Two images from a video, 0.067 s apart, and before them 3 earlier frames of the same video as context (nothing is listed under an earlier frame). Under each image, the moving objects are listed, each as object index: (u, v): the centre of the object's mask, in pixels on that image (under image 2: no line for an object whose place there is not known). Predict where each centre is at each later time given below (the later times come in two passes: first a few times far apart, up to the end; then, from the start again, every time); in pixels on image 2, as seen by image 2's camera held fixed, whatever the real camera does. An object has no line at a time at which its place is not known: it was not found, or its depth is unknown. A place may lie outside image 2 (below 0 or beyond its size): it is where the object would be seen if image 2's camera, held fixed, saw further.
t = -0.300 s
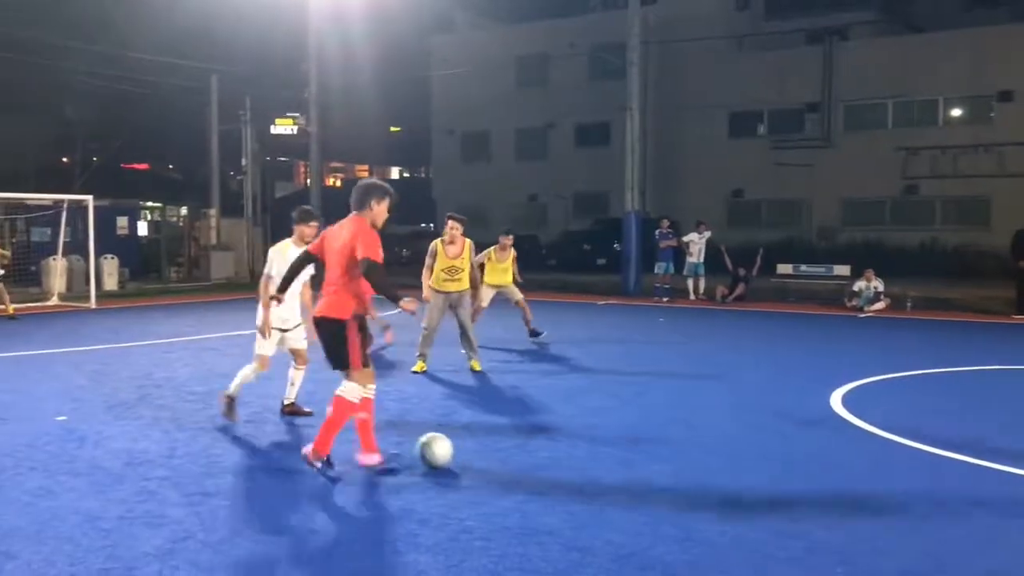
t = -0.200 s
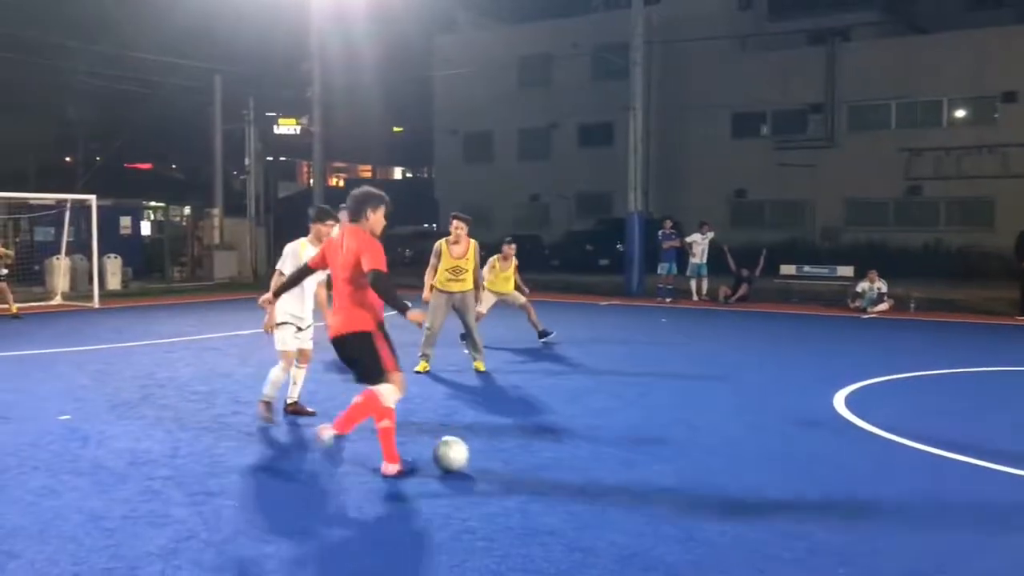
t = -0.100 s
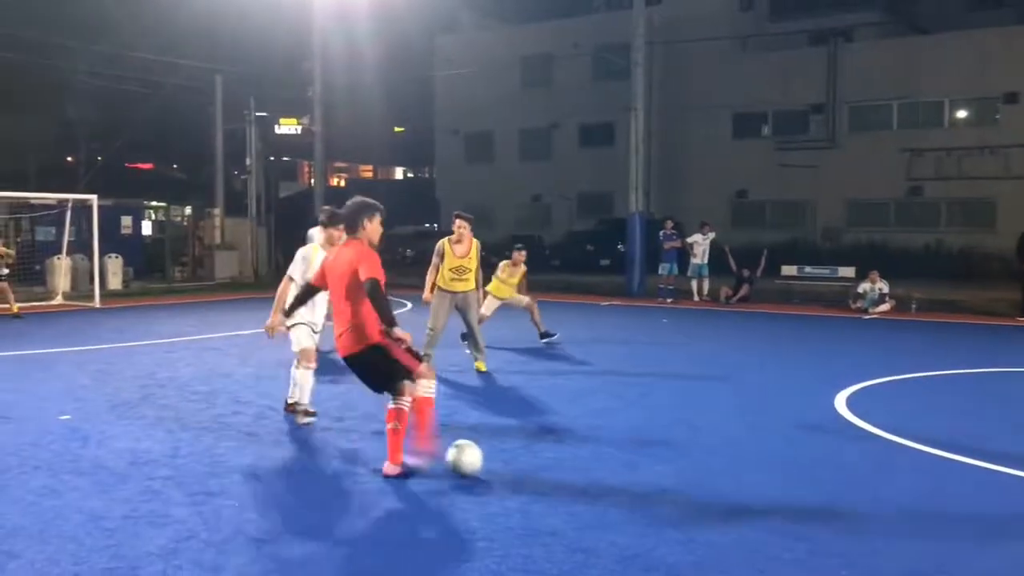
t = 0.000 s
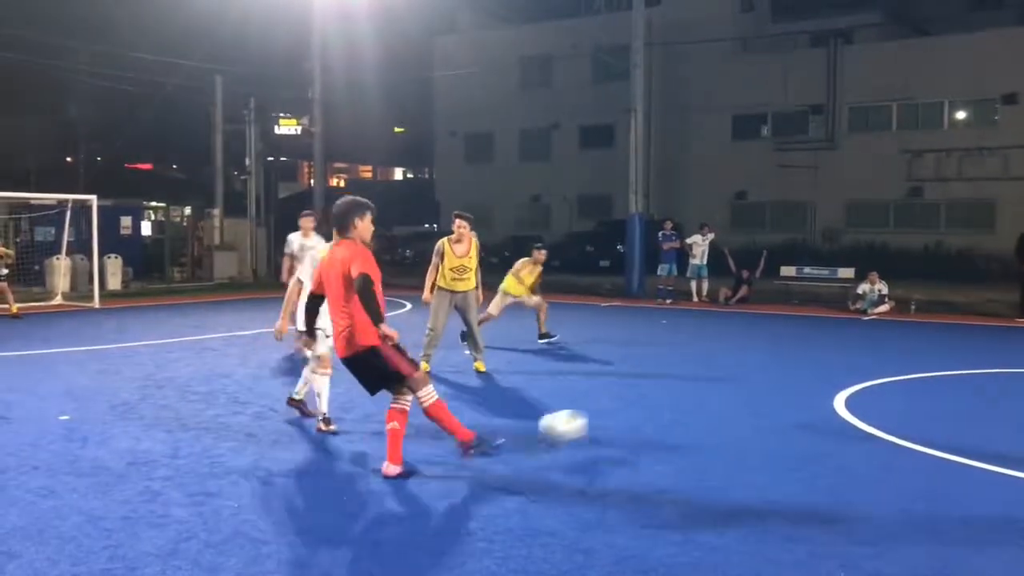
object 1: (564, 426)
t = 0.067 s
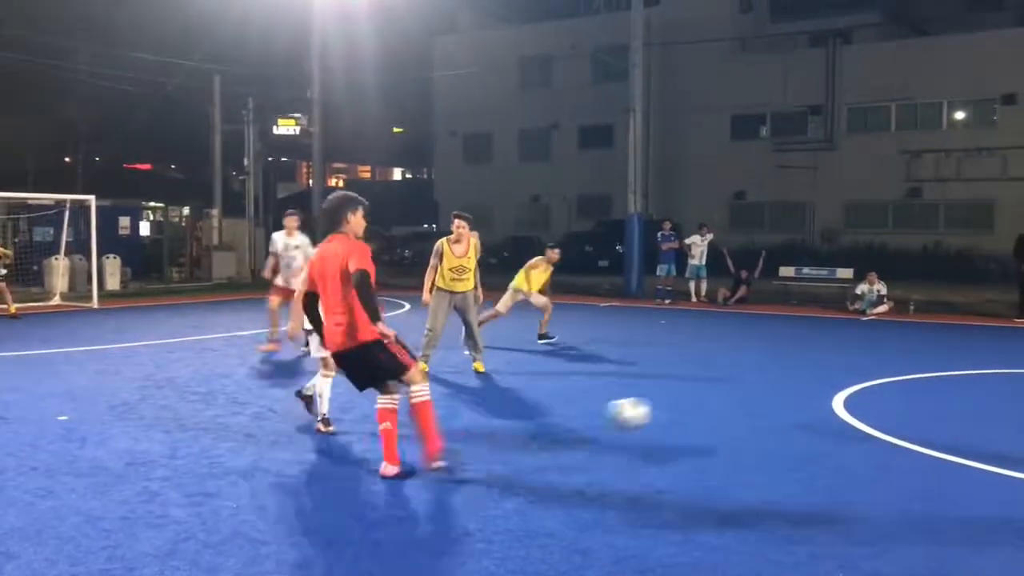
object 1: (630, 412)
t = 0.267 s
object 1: (781, 395)
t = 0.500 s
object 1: (889, 377)
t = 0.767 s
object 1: (964, 362)
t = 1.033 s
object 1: (1016, 352)
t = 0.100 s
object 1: (658, 409)
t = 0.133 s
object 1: (687, 406)
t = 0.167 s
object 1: (714, 405)
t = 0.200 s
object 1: (741, 405)
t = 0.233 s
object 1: (762, 401)
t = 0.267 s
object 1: (781, 395)
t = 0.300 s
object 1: (799, 390)
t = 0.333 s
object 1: (816, 387)
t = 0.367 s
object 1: (832, 384)
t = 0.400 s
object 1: (848, 384)
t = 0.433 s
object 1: (862, 381)
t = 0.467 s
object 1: (877, 378)
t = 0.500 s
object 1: (889, 377)
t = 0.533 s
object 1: (900, 376)
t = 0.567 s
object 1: (911, 373)
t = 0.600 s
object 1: (921, 372)
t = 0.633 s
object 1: (931, 369)
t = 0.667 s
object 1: (939, 367)
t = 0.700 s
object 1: (948, 366)
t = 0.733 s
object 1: (956, 364)
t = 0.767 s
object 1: (964, 362)
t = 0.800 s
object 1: (971, 360)
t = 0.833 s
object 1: (978, 359)
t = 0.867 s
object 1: (985, 357)
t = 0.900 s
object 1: (991, 357)
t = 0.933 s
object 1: (997, 355)
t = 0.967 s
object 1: (1004, 354)
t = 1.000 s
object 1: (1011, 353)
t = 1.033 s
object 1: (1016, 352)
